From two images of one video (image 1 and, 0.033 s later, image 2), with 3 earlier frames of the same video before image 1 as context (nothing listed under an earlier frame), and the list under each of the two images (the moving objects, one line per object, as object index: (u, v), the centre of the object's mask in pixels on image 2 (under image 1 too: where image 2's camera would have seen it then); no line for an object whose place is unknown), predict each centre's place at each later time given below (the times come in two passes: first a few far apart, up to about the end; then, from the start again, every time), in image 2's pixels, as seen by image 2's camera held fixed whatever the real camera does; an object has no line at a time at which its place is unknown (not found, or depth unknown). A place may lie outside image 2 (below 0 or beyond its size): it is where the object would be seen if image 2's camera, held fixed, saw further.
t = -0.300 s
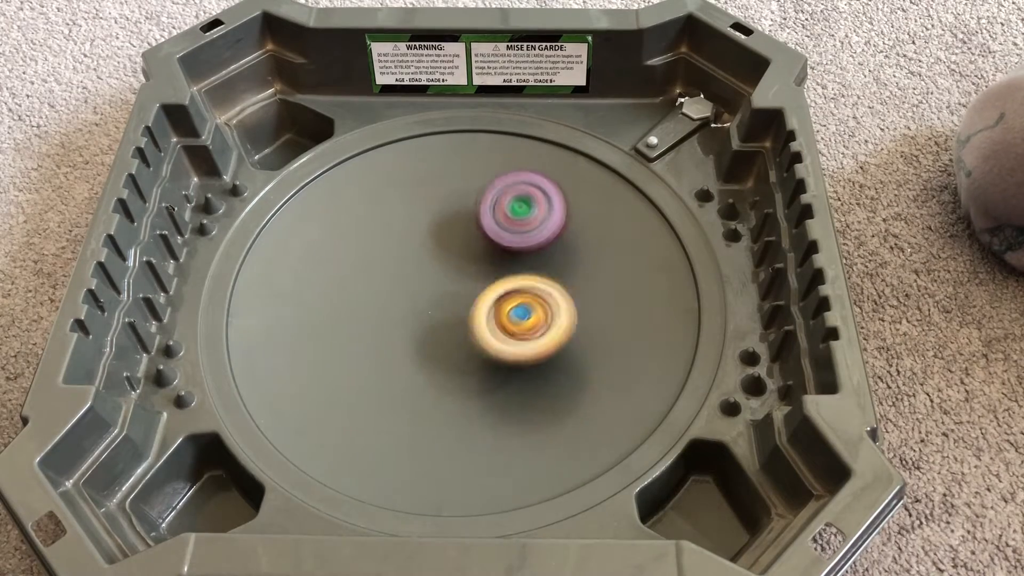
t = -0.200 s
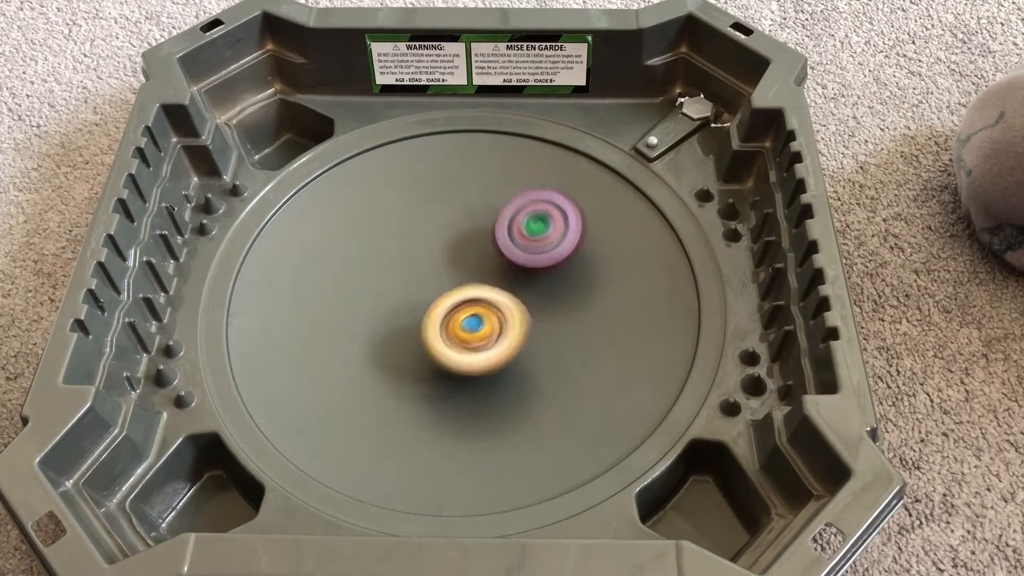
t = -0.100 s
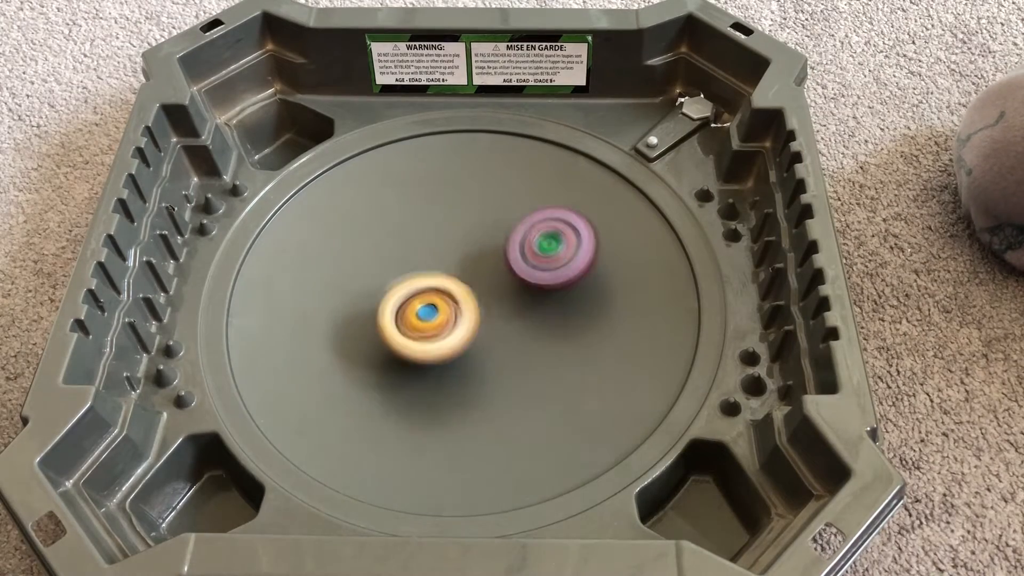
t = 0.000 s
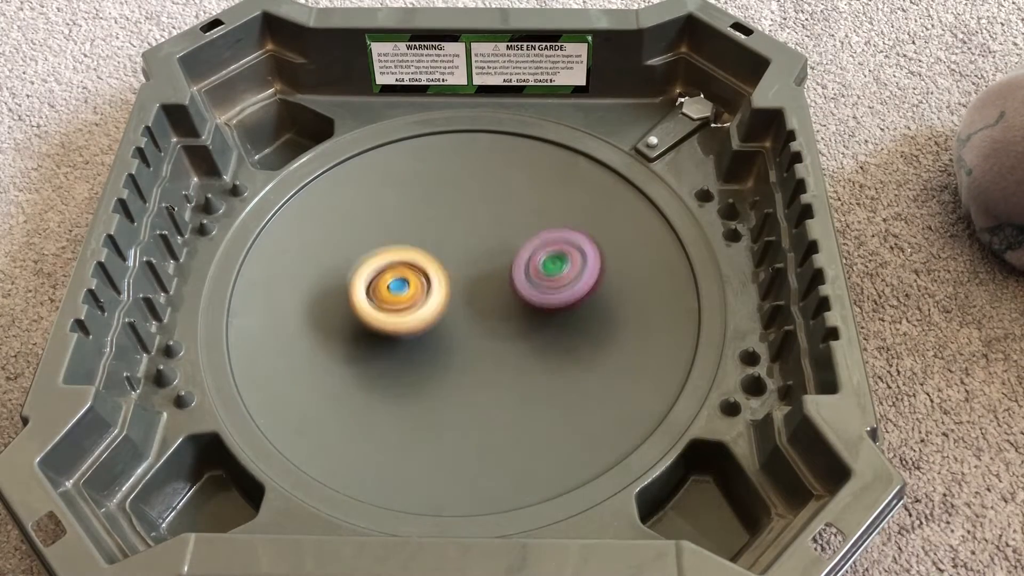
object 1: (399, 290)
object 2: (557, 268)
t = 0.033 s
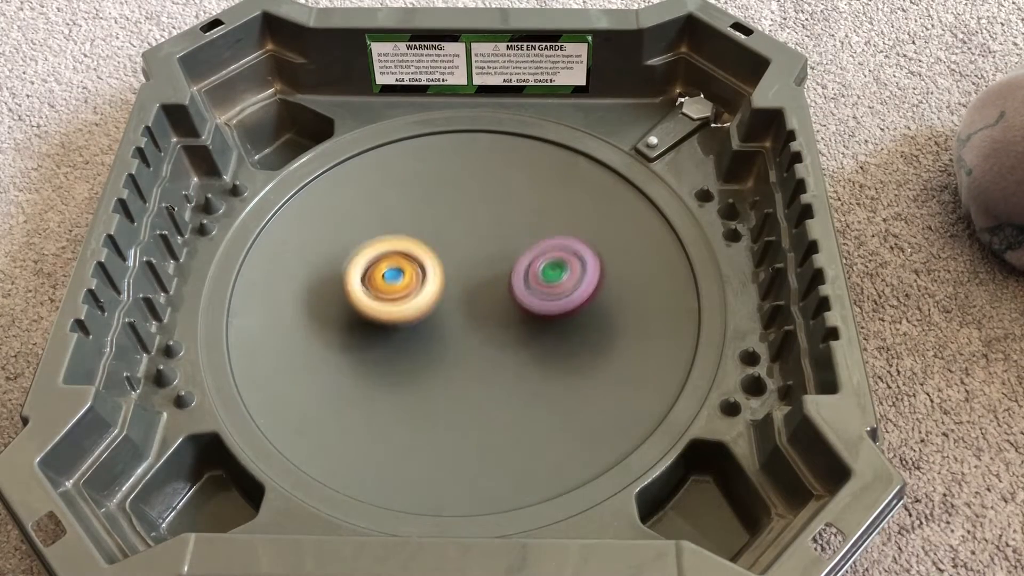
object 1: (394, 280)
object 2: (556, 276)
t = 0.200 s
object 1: (407, 231)
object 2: (539, 313)
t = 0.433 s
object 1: (490, 227)
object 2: (488, 349)
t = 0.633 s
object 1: (527, 288)
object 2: (436, 351)
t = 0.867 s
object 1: (505, 348)
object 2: (370, 323)
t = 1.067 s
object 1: (459, 339)
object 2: (358, 281)
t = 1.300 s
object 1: (467, 293)
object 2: (369, 224)
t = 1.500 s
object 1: (515, 271)
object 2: (426, 212)
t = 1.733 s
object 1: (551, 280)
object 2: (488, 205)
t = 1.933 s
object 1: (541, 304)
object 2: (523, 228)
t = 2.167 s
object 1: (470, 333)
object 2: (533, 272)
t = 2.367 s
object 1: (393, 308)
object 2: (518, 305)
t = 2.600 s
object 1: (398, 245)
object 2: (470, 334)
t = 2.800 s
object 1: (467, 228)
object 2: (427, 329)
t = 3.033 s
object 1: (534, 271)
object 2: (402, 295)
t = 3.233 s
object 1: (522, 326)
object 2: (410, 259)
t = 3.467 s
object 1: (450, 335)
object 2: (444, 232)
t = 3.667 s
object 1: (409, 287)
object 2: (485, 234)
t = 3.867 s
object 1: (402, 243)
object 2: (532, 241)
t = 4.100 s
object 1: (435, 235)
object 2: (548, 277)
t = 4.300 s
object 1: (462, 253)
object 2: (539, 318)
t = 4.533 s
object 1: (448, 257)
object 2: (506, 359)
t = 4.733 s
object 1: (426, 231)
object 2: (476, 370)
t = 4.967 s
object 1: (435, 238)
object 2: (424, 327)
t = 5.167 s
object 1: (469, 230)
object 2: (412, 304)
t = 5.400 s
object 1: (526, 243)
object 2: (423, 269)
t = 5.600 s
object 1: (549, 277)
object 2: (449, 252)
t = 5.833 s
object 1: (521, 323)
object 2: (479, 247)
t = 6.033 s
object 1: (461, 340)
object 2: (501, 262)
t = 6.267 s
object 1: (392, 325)
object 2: (506, 278)
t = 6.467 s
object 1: (391, 283)
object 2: (488, 298)
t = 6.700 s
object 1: (398, 223)
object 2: (492, 312)
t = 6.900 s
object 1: (441, 209)
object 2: (470, 304)
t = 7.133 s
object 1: (508, 218)
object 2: (444, 316)
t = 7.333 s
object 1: (549, 224)
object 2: (430, 330)
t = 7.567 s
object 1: (539, 268)
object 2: (426, 308)
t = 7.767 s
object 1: (529, 302)
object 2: (415, 291)
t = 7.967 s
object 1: (514, 320)
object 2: (436, 274)
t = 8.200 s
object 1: (501, 332)
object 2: (457, 249)
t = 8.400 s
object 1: (491, 332)
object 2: (478, 249)
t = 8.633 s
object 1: (466, 338)
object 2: (494, 245)
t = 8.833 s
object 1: (434, 334)
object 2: (507, 250)
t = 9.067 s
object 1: (394, 337)
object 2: (499, 257)
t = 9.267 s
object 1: (399, 314)
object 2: (478, 266)
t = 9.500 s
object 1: (387, 300)
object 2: (502, 251)
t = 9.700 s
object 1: (415, 281)
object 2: (511, 255)
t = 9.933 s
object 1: (411, 272)
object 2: (522, 262)
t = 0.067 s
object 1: (391, 269)
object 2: (554, 284)
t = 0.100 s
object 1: (392, 258)
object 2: (552, 291)
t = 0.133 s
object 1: (394, 247)
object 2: (549, 298)
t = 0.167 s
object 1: (400, 238)
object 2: (544, 306)
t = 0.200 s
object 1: (407, 231)
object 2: (539, 313)
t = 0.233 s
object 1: (416, 225)
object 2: (533, 319)
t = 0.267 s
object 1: (426, 220)
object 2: (526, 325)
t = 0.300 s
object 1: (438, 217)
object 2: (519, 331)
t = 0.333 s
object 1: (451, 217)
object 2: (512, 337)
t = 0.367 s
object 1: (464, 218)
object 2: (504, 342)
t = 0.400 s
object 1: (477, 221)
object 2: (496, 346)
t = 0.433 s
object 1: (490, 227)
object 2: (488, 349)
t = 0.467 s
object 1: (501, 234)
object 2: (479, 351)
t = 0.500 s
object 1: (510, 243)
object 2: (471, 353)
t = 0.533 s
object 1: (518, 253)
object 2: (462, 353)
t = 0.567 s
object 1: (524, 264)
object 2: (453, 354)
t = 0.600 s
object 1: (527, 276)
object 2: (445, 353)
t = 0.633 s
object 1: (527, 288)
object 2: (436, 351)
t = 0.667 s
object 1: (525, 301)
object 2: (428, 348)
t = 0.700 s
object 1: (520, 312)
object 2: (420, 345)
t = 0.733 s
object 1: (518, 321)
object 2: (408, 342)
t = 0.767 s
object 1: (517, 329)
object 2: (393, 338)
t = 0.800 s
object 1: (515, 337)
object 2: (383, 334)
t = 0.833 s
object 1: (511, 344)
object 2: (376, 329)
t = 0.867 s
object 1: (505, 348)
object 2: (370, 323)
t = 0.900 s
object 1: (499, 350)
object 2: (365, 317)
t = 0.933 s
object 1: (491, 351)
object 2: (361, 311)
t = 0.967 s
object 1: (483, 350)
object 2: (358, 304)
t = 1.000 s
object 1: (475, 348)
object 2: (357, 296)
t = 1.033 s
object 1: (467, 344)
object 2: (357, 289)
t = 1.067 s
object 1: (459, 339)
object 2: (358, 281)
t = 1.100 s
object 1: (452, 332)
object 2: (360, 275)
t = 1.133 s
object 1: (445, 323)
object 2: (363, 268)
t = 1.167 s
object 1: (441, 313)
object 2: (367, 262)
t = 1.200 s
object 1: (445, 307)
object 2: (367, 252)
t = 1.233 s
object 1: (452, 303)
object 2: (364, 239)
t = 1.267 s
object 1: (460, 298)
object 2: (365, 230)
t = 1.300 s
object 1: (467, 293)
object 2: (369, 224)
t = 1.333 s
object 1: (476, 289)
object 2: (375, 220)
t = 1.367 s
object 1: (484, 285)
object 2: (383, 217)
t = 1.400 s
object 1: (493, 281)
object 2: (392, 215)
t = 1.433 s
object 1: (501, 277)
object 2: (403, 214)
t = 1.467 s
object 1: (508, 274)
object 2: (414, 213)
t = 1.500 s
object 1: (515, 271)
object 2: (426, 212)
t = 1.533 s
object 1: (521, 269)
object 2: (438, 212)
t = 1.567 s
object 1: (526, 268)
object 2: (450, 212)
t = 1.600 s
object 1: (529, 266)
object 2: (462, 211)
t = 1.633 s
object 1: (533, 267)
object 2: (473, 210)
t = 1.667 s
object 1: (541, 271)
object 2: (478, 206)
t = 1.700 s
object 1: (547, 276)
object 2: (483, 204)
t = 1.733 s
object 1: (551, 280)
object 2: (488, 205)
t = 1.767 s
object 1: (553, 283)
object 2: (495, 208)
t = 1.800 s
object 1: (553, 287)
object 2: (502, 212)
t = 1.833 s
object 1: (552, 291)
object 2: (508, 216)
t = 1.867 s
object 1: (549, 294)
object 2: (514, 221)
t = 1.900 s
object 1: (545, 299)
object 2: (519, 225)
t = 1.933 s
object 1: (541, 304)
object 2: (523, 228)
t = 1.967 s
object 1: (534, 312)
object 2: (527, 230)
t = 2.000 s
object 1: (526, 320)
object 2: (528, 235)
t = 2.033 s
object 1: (517, 326)
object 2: (530, 242)
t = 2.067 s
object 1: (507, 330)
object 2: (532, 249)
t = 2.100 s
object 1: (495, 333)
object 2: (532, 256)
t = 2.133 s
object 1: (483, 334)
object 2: (533, 264)
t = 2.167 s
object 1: (470, 333)
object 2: (533, 272)
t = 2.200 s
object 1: (455, 334)
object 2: (532, 278)
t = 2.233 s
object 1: (440, 333)
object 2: (532, 282)
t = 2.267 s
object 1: (424, 329)
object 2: (530, 287)
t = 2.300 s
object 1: (412, 323)
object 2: (527, 293)
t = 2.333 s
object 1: (401, 316)
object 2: (523, 299)
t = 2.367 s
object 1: (393, 308)
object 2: (518, 305)
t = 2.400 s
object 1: (386, 300)
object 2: (513, 310)
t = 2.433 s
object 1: (381, 290)
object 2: (506, 315)
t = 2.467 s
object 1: (380, 280)
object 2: (500, 320)
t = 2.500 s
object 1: (381, 270)
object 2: (493, 324)
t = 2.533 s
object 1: (385, 261)
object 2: (485, 329)
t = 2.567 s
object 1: (390, 253)
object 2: (478, 332)
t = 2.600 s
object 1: (398, 245)
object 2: (470, 334)
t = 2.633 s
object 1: (408, 239)
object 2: (463, 335)
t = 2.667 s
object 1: (418, 235)
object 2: (455, 335)
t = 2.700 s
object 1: (429, 231)
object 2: (448, 335)
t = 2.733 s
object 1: (441, 229)
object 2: (441, 334)
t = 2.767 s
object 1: (454, 227)
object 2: (434, 332)
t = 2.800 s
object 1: (467, 228)
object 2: (427, 329)
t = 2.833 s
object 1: (479, 230)
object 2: (422, 326)
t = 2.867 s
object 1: (492, 234)
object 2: (417, 322)
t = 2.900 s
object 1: (503, 239)
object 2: (413, 318)
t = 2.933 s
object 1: (514, 246)
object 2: (409, 314)
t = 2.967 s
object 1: (523, 253)
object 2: (405, 308)
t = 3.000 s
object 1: (529, 262)
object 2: (404, 301)
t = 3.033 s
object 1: (534, 271)
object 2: (402, 295)
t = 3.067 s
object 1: (538, 280)
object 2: (402, 288)
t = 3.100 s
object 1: (539, 290)
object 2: (402, 282)
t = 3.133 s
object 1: (538, 300)
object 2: (404, 276)
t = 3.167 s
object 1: (535, 310)
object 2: (405, 270)
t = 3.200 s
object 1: (529, 319)
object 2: (408, 264)
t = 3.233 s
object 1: (522, 326)
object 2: (410, 259)
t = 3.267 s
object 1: (514, 331)
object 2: (414, 254)
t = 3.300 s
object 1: (505, 336)
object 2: (418, 249)
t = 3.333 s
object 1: (495, 340)
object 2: (422, 244)
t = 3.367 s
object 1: (483, 341)
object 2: (427, 240)
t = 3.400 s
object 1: (472, 341)
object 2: (433, 237)
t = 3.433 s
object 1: (460, 339)
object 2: (438, 234)
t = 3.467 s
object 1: (450, 335)
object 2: (444, 232)
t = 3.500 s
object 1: (441, 331)
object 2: (451, 231)
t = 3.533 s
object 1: (430, 325)
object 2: (457, 230)
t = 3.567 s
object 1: (421, 317)
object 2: (464, 230)
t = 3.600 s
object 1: (415, 308)
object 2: (471, 231)
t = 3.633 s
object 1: (410, 298)
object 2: (479, 232)
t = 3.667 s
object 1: (409, 287)
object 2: (485, 234)
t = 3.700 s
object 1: (409, 277)
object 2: (492, 236)
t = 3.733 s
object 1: (408, 267)
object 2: (497, 238)
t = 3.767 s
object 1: (407, 260)
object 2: (509, 238)
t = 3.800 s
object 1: (403, 254)
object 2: (519, 238)
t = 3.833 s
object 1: (402, 248)
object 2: (527, 239)
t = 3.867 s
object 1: (402, 243)
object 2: (532, 241)
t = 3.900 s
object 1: (404, 239)
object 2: (537, 245)
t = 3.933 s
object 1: (407, 236)
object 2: (541, 250)
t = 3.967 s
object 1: (411, 234)
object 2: (544, 255)
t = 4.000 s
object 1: (416, 233)
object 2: (546, 260)
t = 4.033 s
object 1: (422, 233)
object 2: (548, 265)
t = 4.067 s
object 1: (429, 234)
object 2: (548, 271)
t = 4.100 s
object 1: (435, 235)
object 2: (548, 277)
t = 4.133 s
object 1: (442, 238)
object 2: (546, 283)
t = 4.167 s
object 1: (450, 240)
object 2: (544, 288)
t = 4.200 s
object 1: (458, 245)
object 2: (540, 294)
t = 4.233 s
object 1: (464, 250)
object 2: (536, 300)
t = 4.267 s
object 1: (463, 252)
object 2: (539, 311)
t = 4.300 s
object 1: (462, 253)
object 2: (539, 318)
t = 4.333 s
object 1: (463, 255)
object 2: (536, 323)
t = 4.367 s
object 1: (461, 258)
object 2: (532, 328)
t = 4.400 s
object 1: (460, 261)
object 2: (526, 331)
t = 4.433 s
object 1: (460, 264)
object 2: (518, 334)
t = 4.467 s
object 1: (461, 267)
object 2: (509, 337)
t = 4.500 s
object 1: (454, 265)
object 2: (506, 346)
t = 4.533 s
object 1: (448, 257)
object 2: (506, 359)
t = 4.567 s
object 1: (440, 251)
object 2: (504, 368)
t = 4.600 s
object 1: (437, 245)
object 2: (501, 372)
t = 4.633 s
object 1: (432, 240)
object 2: (497, 374)
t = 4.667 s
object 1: (428, 236)
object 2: (492, 373)
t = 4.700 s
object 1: (426, 233)
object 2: (484, 372)
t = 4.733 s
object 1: (426, 231)
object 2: (476, 370)
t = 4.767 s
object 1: (426, 231)
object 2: (468, 366)
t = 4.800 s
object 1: (425, 231)
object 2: (459, 362)
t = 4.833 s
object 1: (426, 231)
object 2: (451, 356)
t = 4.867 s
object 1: (428, 232)
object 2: (444, 349)
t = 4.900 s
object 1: (430, 234)
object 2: (438, 343)
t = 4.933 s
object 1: (432, 236)
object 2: (431, 335)
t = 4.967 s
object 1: (435, 238)
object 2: (424, 327)
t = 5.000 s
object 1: (439, 241)
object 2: (419, 321)
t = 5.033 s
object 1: (442, 236)
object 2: (413, 322)
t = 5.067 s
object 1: (450, 232)
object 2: (410, 322)
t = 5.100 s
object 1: (455, 229)
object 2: (410, 318)
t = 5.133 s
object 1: (463, 229)
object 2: (411, 312)
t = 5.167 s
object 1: (469, 230)
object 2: (412, 304)
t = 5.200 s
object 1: (476, 231)
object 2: (412, 296)
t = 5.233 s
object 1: (483, 232)
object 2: (413, 290)
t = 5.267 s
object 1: (491, 234)
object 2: (414, 285)
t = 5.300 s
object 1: (500, 235)
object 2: (416, 281)
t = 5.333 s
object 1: (507, 237)
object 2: (420, 276)
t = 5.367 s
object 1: (516, 240)
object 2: (422, 272)
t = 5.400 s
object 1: (526, 243)
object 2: (423, 269)
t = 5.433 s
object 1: (534, 247)
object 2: (426, 266)
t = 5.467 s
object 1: (542, 253)
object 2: (430, 263)
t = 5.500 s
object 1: (545, 258)
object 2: (434, 260)
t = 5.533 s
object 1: (549, 263)
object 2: (439, 257)
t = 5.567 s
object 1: (551, 270)
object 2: (444, 254)
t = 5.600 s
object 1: (549, 277)
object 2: (449, 252)
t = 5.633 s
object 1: (548, 281)
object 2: (454, 251)
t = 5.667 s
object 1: (545, 287)
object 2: (460, 251)
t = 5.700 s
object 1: (541, 295)
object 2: (465, 249)
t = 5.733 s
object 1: (539, 301)
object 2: (470, 248)
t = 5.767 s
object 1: (534, 309)
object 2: (473, 246)
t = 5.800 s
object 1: (529, 318)
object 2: (476, 246)
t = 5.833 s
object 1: (521, 323)
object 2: (479, 247)
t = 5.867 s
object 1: (514, 329)
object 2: (483, 250)
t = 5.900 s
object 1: (505, 334)
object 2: (487, 252)
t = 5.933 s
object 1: (494, 336)
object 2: (491, 255)
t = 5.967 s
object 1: (485, 339)
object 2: (495, 257)
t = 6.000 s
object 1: (474, 339)
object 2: (498, 260)
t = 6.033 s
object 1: (461, 340)
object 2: (501, 262)
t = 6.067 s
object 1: (450, 342)
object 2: (505, 262)
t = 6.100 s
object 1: (437, 343)
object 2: (507, 263)
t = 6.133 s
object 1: (424, 341)
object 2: (508, 265)
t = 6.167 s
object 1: (416, 340)
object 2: (507, 268)
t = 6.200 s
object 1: (405, 335)
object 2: (507, 272)
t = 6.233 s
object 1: (397, 330)
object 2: (507, 275)
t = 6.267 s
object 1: (392, 325)
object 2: (506, 278)
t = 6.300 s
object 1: (387, 319)
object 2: (504, 282)
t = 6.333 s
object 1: (384, 311)
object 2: (502, 286)
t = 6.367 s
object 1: (385, 305)
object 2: (499, 290)
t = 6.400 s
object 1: (384, 297)
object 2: (496, 293)
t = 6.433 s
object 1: (387, 289)
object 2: (492, 295)
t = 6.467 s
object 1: (391, 283)
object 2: (488, 298)
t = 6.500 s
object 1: (395, 274)
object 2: (483, 300)
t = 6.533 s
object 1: (394, 264)
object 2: (488, 305)
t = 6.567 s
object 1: (391, 255)
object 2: (494, 310)
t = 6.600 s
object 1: (391, 246)
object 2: (497, 311)
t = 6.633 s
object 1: (394, 236)
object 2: (496, 311)
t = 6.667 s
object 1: (395, 230)
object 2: (494, 311)
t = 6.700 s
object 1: (398, 223)
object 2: (492, 312)
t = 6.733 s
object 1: (405, 218)
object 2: (489, 310)
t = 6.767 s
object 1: (409, 213)
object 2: (485, 310)
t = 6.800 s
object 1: (416, 210)
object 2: (481, 311)
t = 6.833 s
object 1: (424, 210)
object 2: (477, 310)
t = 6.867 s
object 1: (431, 209)
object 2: (473, 306)
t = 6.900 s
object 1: (441, 209)
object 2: (470, 304)
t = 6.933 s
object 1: (449, 212)
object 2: (466, 302)
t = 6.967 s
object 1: (460, 215)
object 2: (464, 300)
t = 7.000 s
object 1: (470, 217)
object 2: (460, 300)
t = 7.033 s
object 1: (477, 220)
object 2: (457, 300)
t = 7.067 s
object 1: (487, 224)
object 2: (456, 299)
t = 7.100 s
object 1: (497, 223)
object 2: (451, 305)
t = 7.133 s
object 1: (508, 218)
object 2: (444, 316)
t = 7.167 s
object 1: (518, 216)
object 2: (441, 323)
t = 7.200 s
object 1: (526, 216)
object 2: (437, 328)
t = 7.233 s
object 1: (534, 215)
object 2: (435, 331)
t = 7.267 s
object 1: (539, 218)
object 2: (433, 332)
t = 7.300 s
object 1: (545, 220)
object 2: (432, 331)
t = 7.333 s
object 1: (549, 224)
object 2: (430, 330)
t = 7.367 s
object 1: (551, 227)
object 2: (428, 328)
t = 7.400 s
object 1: (553, 232)
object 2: (427, 326)
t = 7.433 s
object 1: (550, 238)
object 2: (426, 323)
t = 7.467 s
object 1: (550, 244)
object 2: (424, 319)
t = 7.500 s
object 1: (547, 253)
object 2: (424, 316)
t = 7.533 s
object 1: (544, 259)
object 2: (425, 313)
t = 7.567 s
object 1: (539, 268)
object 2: (426, 308)
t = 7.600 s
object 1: (532, 275)
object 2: (427, 305)
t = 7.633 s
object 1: (525, 283)
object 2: (429, 301)
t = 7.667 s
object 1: (523, 288)
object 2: (425, 298)
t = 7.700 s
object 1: (526, 293)
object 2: (417, 296)
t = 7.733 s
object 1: (526, 298)
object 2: (415, 293)
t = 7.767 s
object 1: (529, 302)
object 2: (415, 291)
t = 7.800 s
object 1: (526, 306)
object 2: (417, 289)
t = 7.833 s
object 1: (526, 309)
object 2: (421, 286)
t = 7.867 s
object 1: (522, 314)
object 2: (425, 283)
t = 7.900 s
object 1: (520, 314)
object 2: (429, 280)
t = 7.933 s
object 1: (516, 318)
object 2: (433, 277)
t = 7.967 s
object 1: (514, 320)
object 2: (436, 274)
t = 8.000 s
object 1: (514, 322)
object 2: (437, 269)
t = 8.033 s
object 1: (511, 324)
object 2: (440, 266)
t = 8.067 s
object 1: (510, 326)
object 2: (444, 265)
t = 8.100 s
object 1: (505, 327)
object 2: (447, 263)
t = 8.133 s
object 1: (504, 327)
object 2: (452, 261)
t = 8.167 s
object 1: (503, 329)
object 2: (455, 257)
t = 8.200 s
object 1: (501, 332)
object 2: (457, 249)
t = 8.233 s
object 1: (500, 336)
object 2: (459, 245)
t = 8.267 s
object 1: (500, 337)
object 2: (462, 244)
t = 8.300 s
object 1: (497, 338)
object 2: (466, 244)
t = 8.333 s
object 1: (497, 337)
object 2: (469, 244)
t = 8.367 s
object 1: (493, 336)
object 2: (474, 246)
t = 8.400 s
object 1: (491, 332)
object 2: (478, 249)
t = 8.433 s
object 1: (487, 331)
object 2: (481, 251)
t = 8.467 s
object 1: (485, 331)
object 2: (485, 251)
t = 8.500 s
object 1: (483, 334)
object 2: (488, 245)
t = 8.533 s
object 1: (478, 337)
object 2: (491, 243)
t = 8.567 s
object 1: (474, 339)
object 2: (493, 242)
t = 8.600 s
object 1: (470, 337)
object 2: (493, 243)
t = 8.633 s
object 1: (466, 338)
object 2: (494, 245)
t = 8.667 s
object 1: (462, 335)
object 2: (496, 248)
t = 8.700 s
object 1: (457, 334)
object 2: (496, 251)
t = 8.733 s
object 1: (454, 330)
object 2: (496, 255)
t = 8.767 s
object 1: (450, 328)
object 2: (497, 257)
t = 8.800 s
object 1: (444, 331)
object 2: (500, 258)
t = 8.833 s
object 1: (434, 334)
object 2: (507, 250)
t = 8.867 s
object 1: (425, 337)
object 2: (511, 247)
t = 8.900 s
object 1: (415, 340)
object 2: (512, 247)
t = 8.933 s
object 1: (410, 340)
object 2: (509, 249)
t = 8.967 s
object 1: (402, 341)
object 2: (507, 250)
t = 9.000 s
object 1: (398, 340)
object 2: (505, 252)
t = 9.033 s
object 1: (393, 340)
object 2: (502, 255)
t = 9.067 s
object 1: (394, 337)
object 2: (499, 257)
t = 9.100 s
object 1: (392, 334)
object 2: (495, 259)
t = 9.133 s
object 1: (395, 330)
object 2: (491, 263)
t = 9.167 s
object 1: (394, 325)
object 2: (486, 264)
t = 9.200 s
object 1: (399, 321)
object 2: (481, 267)
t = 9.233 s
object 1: (398, 316)
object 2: (478, 267)
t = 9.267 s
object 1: (399, 314)
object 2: (478, 266)
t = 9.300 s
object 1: (392, 314)
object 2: (485, 262)
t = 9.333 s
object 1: (387, 312)
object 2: (494, 259)
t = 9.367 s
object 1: (384, 310)
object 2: (496, 256)
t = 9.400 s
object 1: (382, 310)
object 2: (499, 254)
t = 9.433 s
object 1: (383, 306)
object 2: (499, 252)
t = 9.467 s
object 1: (383, 304)
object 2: (501, 252)
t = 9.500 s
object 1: (387, 300)
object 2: (502, 251)
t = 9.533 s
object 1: (389, 298)
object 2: (502, 252)
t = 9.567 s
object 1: (396, 293)
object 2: (503, 251)
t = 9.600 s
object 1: (400, 290)
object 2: (502, 253)
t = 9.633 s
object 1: (410, 285)
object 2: (503, 254)
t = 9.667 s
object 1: (413, 282)
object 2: (505, 256)
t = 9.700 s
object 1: (415, 281)
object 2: (511, 255)
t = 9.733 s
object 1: (414, 278)
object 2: (514, 256)
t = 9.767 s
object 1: (418, 278)
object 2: (514, 257)
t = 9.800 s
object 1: (419, 275)
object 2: (512, 258)
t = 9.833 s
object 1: (420, 274)
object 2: (516, 259)
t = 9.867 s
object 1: (416, 274)
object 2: (521, 260)
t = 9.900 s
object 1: (412, 274)
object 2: (522, 262)
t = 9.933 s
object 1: (411, 272)
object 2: (522, 262)
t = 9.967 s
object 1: (408, 273)
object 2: (521, 264)
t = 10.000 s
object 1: (411, 273)
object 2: (520, 266)
